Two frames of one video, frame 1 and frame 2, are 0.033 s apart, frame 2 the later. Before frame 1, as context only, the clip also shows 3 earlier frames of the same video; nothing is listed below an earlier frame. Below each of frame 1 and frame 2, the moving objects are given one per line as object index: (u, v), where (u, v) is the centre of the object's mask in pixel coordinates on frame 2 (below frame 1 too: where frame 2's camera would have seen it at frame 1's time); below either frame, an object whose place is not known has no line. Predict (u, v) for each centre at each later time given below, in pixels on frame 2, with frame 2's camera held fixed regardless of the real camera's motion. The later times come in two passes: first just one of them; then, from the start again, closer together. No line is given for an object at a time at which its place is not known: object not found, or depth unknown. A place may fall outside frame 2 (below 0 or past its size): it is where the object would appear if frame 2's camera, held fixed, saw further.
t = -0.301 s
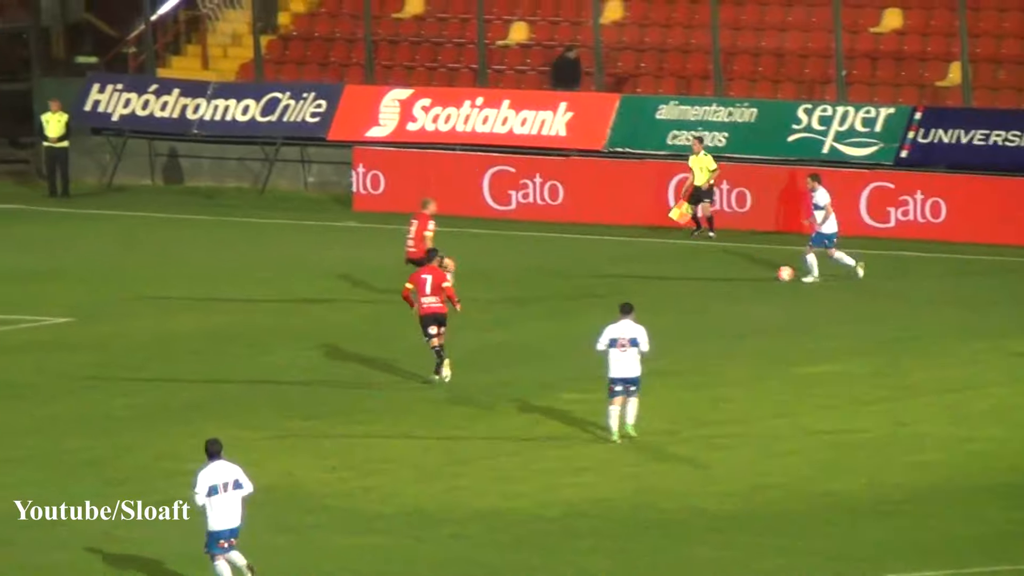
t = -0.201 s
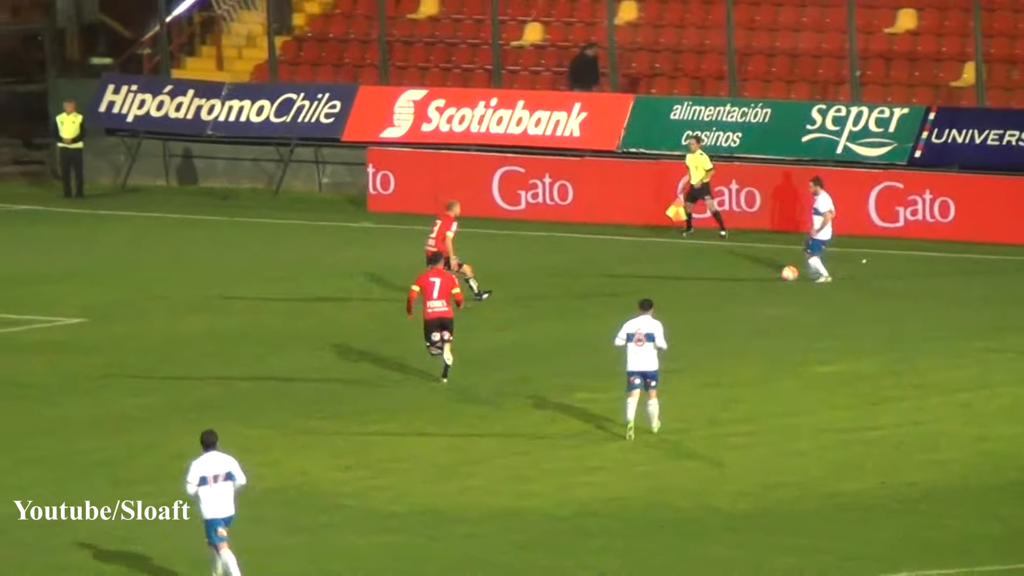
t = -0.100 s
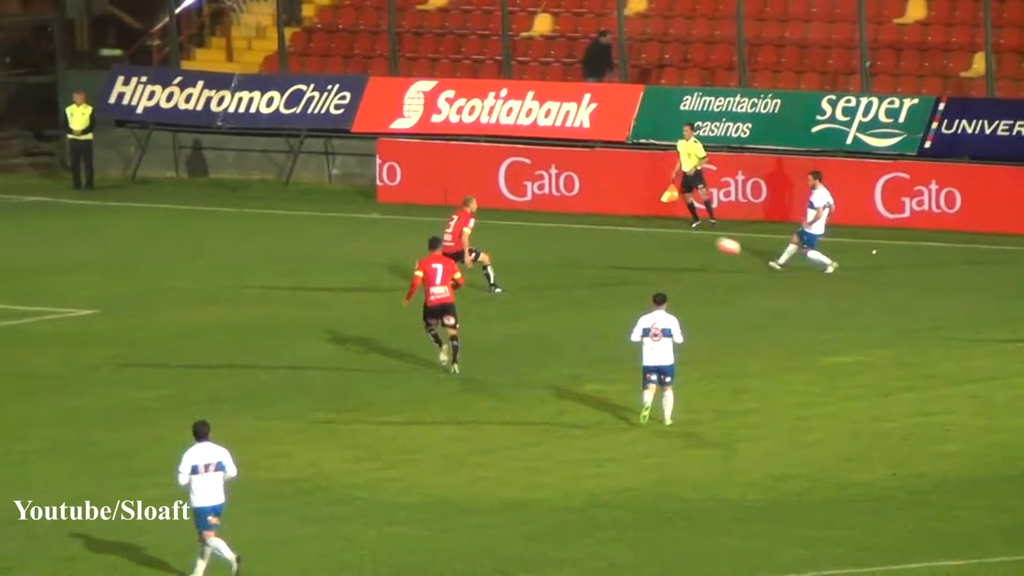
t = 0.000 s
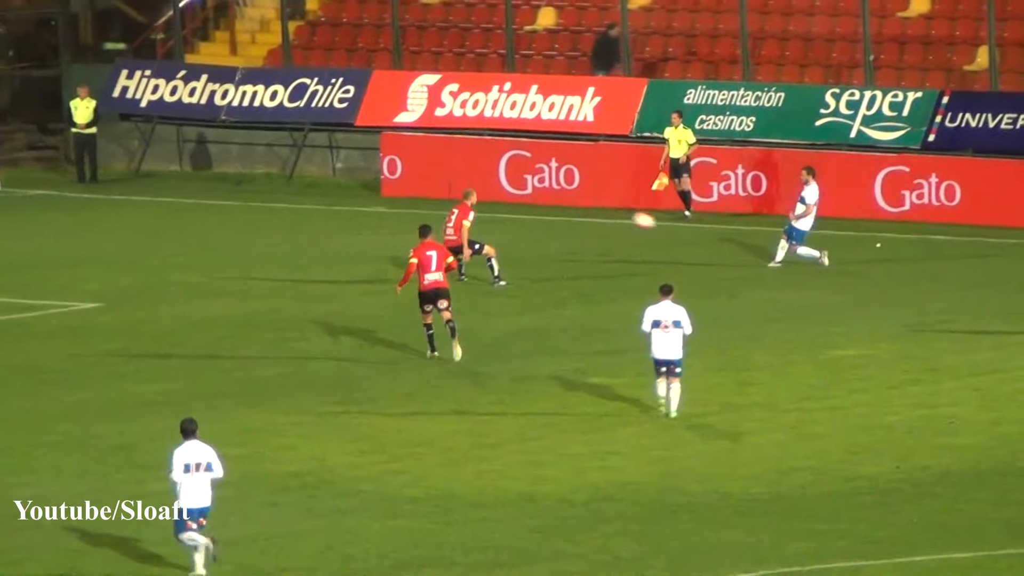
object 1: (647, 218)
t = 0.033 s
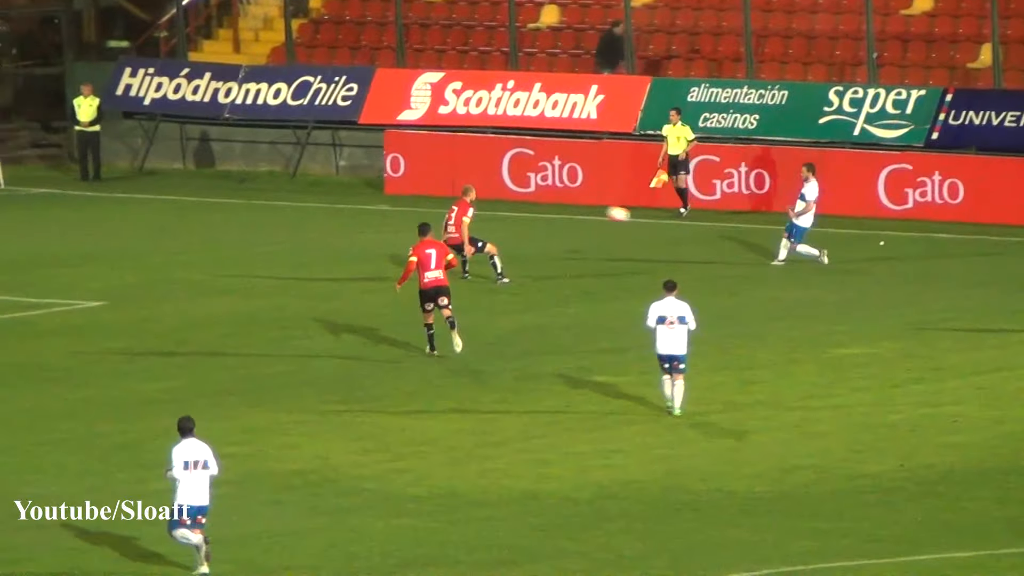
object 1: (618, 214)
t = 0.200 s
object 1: (482, 200)
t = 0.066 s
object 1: (589, 210)
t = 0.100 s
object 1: (562, 206)
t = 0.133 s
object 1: (534, 204)
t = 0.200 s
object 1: (482, 200)
